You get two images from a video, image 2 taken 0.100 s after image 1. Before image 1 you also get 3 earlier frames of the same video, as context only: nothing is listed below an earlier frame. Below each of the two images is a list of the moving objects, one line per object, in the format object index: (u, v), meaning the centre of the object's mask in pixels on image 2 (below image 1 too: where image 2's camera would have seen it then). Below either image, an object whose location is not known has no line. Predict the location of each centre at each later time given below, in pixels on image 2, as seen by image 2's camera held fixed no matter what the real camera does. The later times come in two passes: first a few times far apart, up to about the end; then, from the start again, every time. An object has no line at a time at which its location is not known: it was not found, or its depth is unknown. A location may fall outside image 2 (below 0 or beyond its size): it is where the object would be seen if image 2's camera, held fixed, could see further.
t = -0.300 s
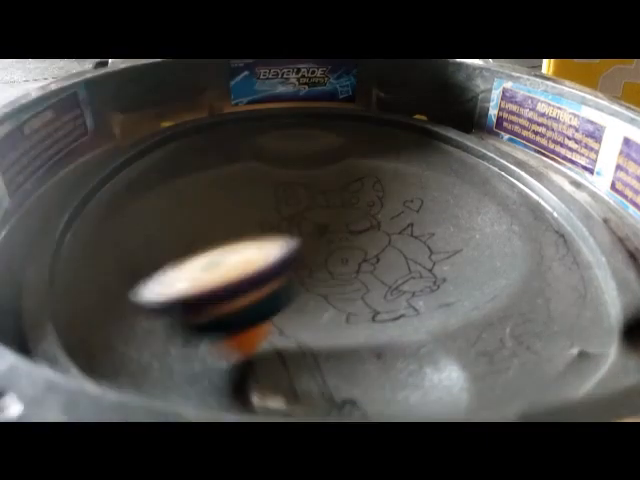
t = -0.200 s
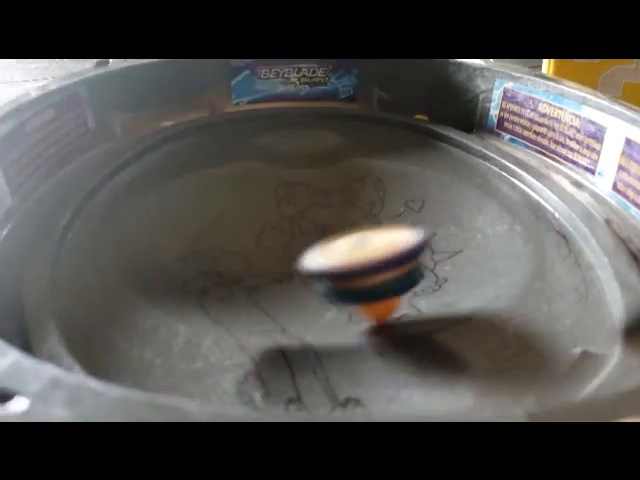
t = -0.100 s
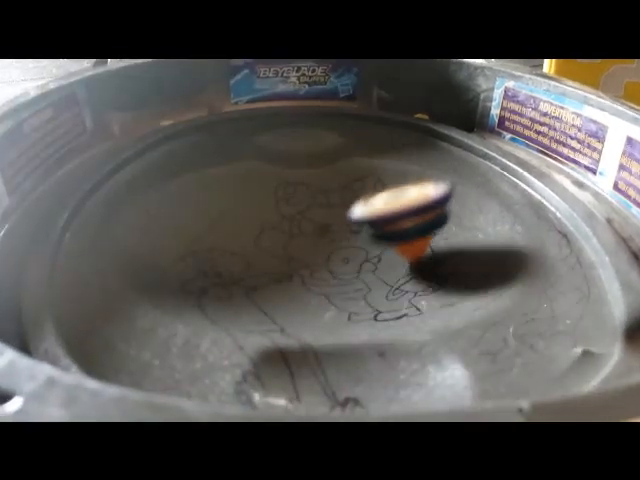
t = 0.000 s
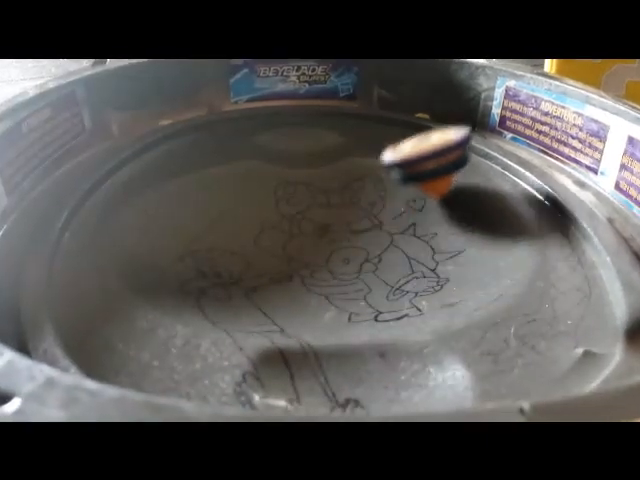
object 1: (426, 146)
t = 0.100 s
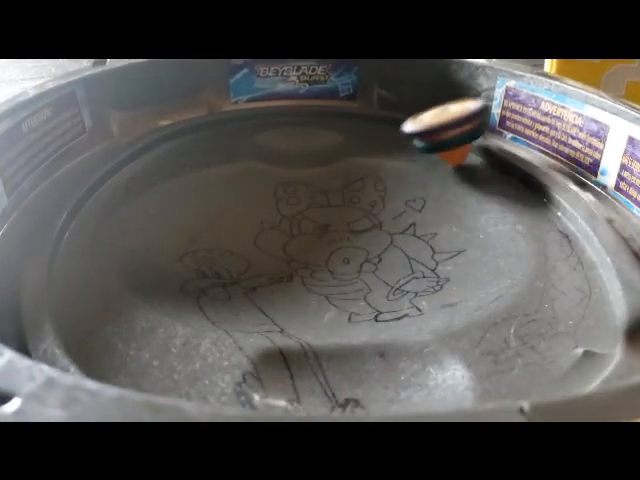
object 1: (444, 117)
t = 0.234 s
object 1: (417, 107)
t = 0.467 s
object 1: (378, 93)
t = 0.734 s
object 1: (359, 90)
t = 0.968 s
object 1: (344, 90)
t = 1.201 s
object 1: (307, 89)
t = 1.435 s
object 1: (311, 110)
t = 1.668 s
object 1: (287, 208)
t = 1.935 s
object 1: (152, 204)
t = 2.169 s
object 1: (289, 155)
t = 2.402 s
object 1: (555, 240)
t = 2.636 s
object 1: (156, 329)
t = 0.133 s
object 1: (448, 110)
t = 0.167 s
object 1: (438, 101)
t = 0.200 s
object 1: (426, 109)
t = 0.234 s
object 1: (417, 107)
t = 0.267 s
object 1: (410, 104)
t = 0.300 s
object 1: (405, 100)
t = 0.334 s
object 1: (401, 96)
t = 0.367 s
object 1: (393, 95)
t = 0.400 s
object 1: (388, 96)
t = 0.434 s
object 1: (384, 95)
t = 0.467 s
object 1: (378, 93)
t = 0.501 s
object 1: (374, 92)
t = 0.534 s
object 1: (371, 91)
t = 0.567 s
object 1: (368, 93)
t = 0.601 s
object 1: (365, 92)
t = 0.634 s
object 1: (363, 92)
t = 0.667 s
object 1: (361, 92)
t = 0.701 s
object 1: (360, 92)
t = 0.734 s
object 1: (359, 90)
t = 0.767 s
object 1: (359, 90)
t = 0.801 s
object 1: (358, 90)
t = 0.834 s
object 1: (356, 90)
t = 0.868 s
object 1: (354, 90)
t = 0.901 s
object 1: (351, 90)
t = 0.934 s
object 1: (347, 90)
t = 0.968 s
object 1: (344, 90)
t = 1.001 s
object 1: (339, 90)
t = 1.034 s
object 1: (333, 90)
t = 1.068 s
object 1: (327, 89)
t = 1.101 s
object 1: (322, 90)
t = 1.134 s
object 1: (317, 90)
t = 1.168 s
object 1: (313, 88)
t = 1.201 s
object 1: (307, 89)
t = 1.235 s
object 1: (303, 88)
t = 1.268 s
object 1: (298, 88)
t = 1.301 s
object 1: (296, 88)
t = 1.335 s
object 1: (296, 91)
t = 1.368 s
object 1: (298, 93)
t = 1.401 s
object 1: (303, 100)
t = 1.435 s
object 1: (311, 110)
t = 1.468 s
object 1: (313, 118)
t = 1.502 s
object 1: (305, 124)
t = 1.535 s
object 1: (296, 141)
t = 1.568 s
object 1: (290, 157)
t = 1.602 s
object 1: (288, 175)
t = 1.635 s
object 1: (289, 194)
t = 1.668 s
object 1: (287, 208)
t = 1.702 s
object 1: (279, 218)
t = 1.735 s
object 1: (267, 226)
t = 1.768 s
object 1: (250, 231)
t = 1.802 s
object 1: (229, 233)
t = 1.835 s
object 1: (208, 230)
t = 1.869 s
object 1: (185, 223)
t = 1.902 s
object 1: (167, 215)
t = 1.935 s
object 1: (152, 204)
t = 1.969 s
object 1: (145, 190)
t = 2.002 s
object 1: (146, 176)
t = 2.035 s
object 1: (157, 163)
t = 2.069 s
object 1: (176, 153)
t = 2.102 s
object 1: (207, 148)
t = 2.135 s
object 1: (246, 150)
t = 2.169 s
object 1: (289, 155)
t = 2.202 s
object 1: (335, 165)
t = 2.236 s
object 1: (381, 178)
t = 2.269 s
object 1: (424, 189)
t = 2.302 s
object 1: (466, 193)
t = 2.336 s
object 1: (502, 204)
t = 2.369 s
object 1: (530, 215)
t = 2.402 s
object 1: (555, 240)
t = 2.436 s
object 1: (577, 279)
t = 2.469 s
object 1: (569, 297)
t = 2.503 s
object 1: (534, 322)
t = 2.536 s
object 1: (443, 339)
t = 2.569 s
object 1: (334, 347)
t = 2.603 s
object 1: (234, 335)
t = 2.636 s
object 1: (156, 329)
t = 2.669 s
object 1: (117, 308)
